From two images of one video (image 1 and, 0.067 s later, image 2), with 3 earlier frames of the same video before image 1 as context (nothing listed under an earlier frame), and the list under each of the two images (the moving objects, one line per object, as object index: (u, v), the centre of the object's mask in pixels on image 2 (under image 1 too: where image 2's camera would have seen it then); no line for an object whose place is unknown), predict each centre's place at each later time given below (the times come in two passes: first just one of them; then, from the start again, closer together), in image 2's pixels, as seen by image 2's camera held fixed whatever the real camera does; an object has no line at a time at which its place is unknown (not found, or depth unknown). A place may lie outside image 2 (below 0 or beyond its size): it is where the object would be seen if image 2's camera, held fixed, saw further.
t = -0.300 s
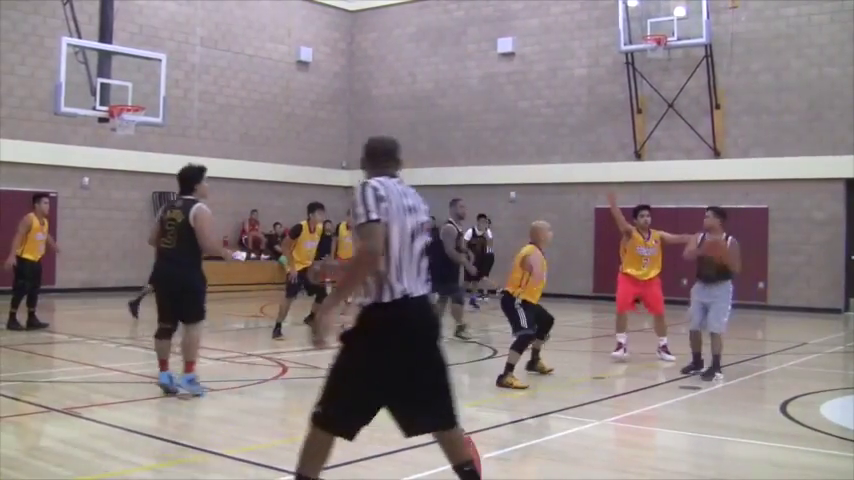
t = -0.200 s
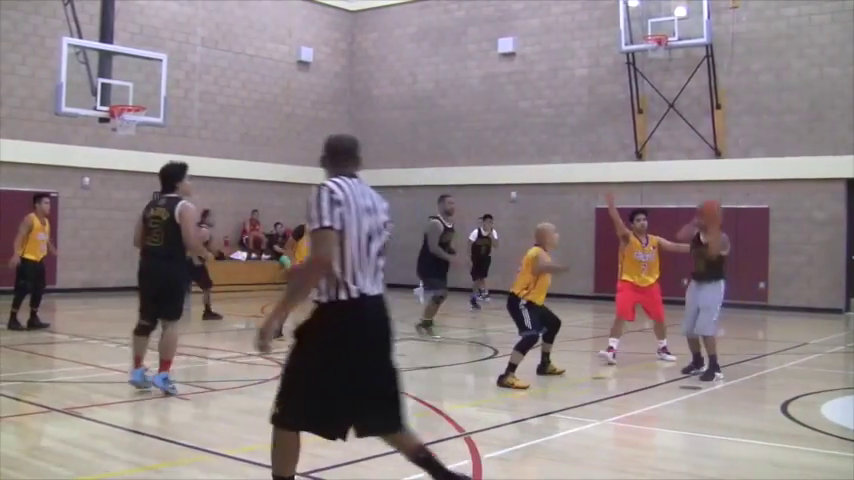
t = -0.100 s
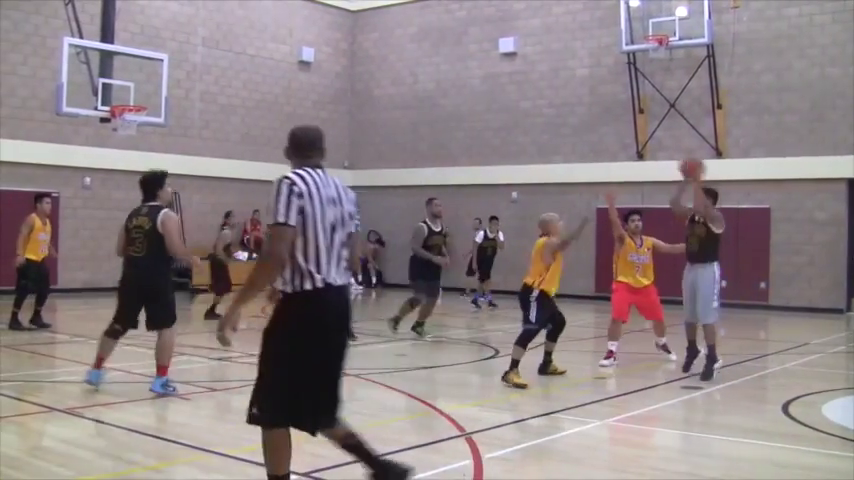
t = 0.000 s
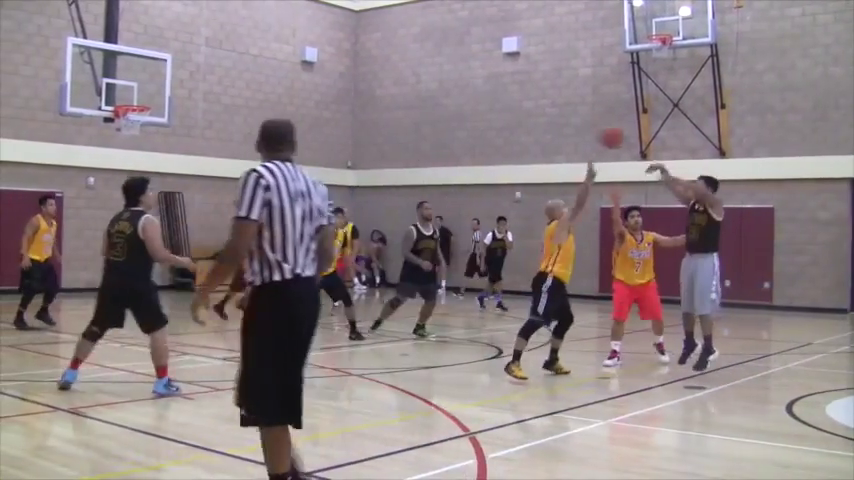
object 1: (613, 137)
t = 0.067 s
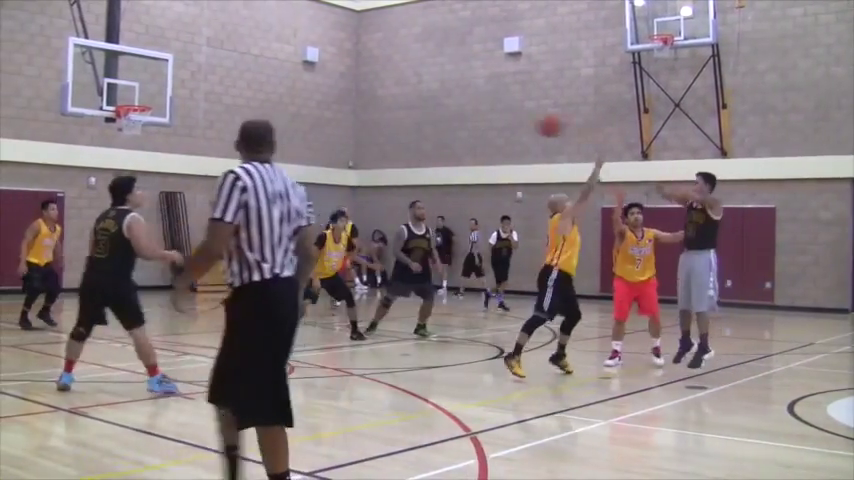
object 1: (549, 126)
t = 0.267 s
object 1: (351, 119)
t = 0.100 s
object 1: (516, 123)
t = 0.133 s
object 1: (483, 119)
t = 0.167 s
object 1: (450, 117)
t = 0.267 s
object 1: (351, 119)
